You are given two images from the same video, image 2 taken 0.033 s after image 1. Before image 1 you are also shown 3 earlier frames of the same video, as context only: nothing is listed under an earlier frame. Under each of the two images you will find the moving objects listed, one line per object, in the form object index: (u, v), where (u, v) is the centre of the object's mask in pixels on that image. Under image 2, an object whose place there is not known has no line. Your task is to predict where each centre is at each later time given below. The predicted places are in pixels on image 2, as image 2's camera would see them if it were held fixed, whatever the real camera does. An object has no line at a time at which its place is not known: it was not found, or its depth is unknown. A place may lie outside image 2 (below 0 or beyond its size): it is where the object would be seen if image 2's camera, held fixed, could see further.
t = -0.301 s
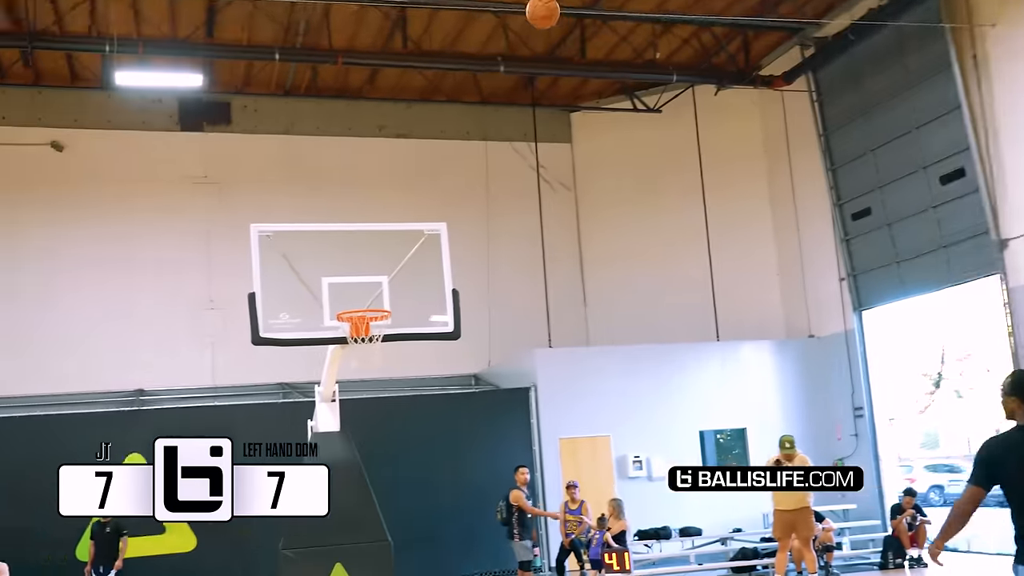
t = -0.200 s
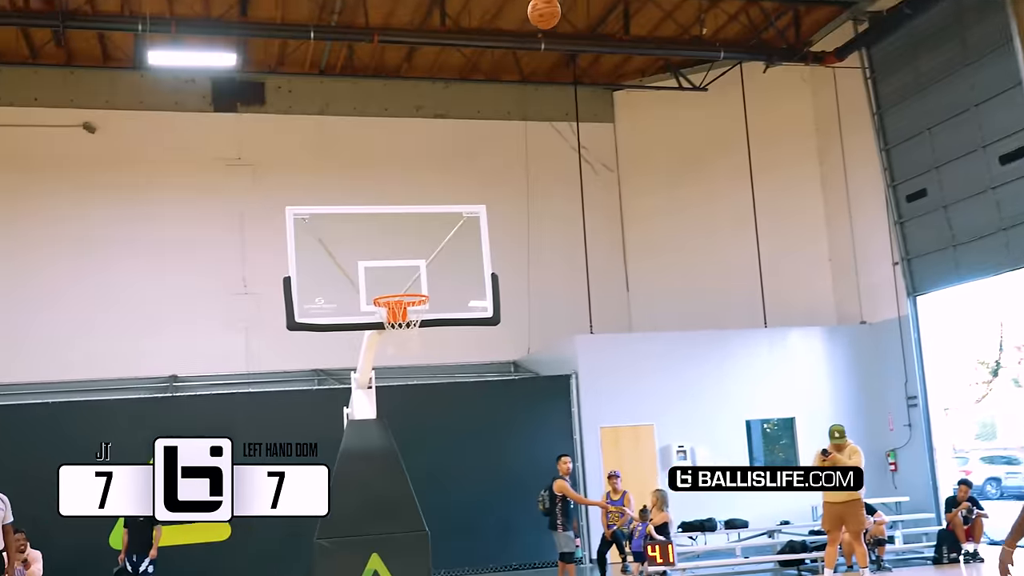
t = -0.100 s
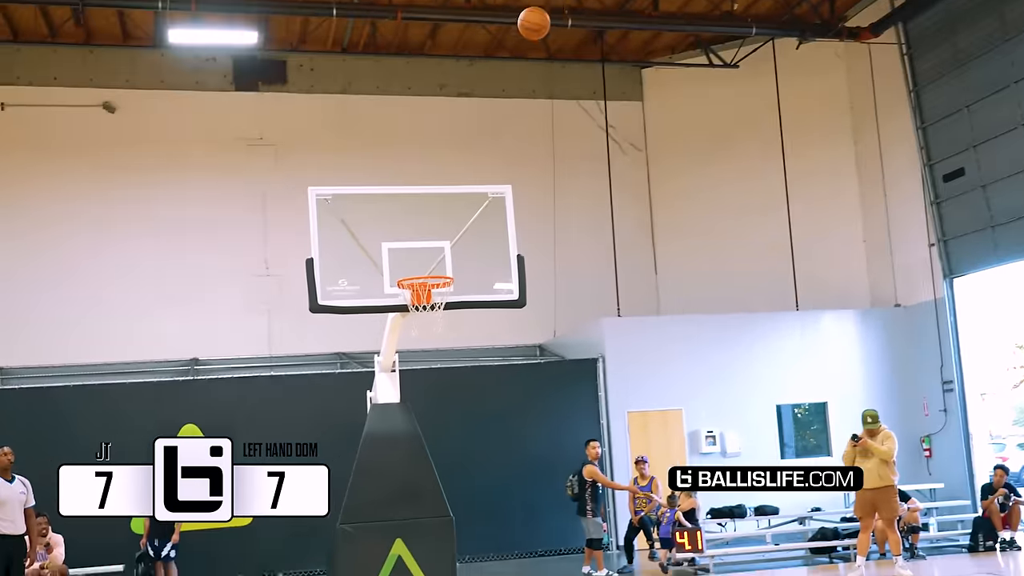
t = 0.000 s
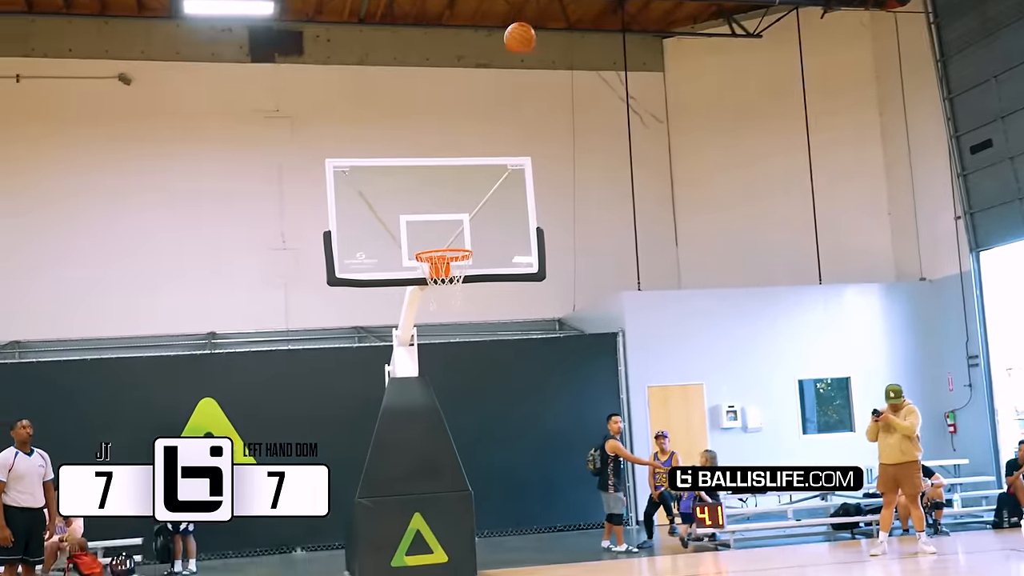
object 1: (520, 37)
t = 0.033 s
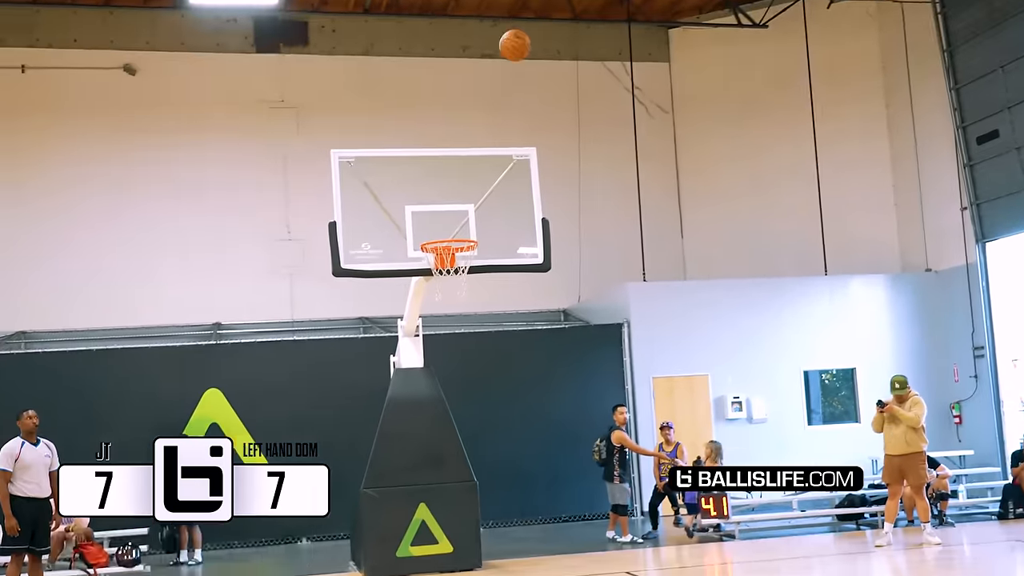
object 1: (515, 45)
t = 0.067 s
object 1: (503, 66)
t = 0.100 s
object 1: (491, 88)
